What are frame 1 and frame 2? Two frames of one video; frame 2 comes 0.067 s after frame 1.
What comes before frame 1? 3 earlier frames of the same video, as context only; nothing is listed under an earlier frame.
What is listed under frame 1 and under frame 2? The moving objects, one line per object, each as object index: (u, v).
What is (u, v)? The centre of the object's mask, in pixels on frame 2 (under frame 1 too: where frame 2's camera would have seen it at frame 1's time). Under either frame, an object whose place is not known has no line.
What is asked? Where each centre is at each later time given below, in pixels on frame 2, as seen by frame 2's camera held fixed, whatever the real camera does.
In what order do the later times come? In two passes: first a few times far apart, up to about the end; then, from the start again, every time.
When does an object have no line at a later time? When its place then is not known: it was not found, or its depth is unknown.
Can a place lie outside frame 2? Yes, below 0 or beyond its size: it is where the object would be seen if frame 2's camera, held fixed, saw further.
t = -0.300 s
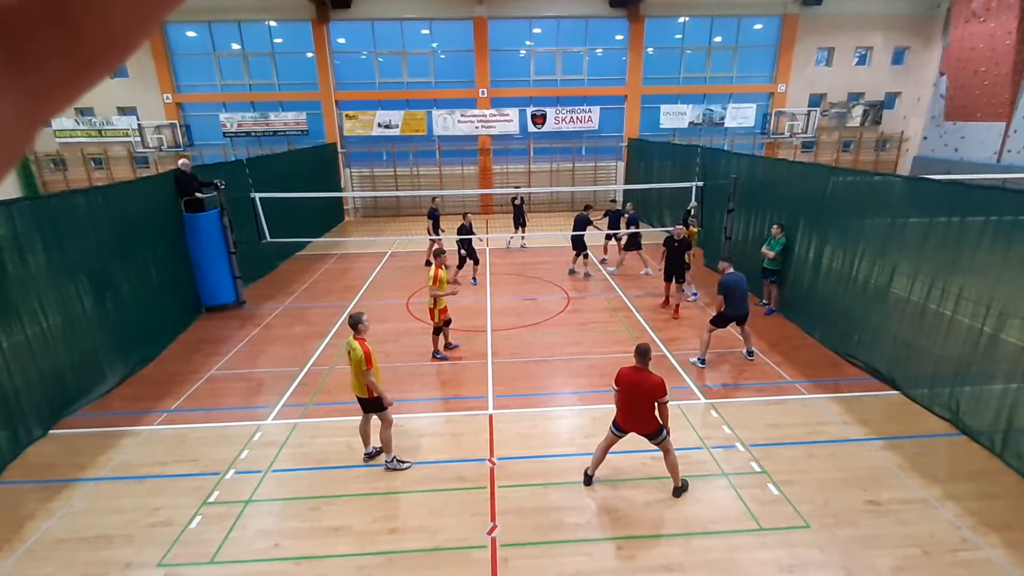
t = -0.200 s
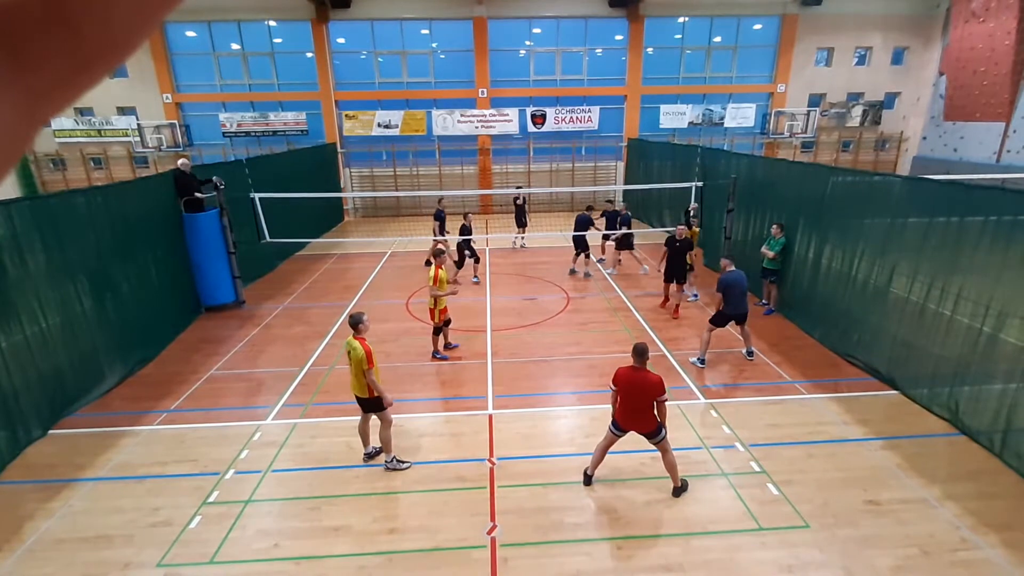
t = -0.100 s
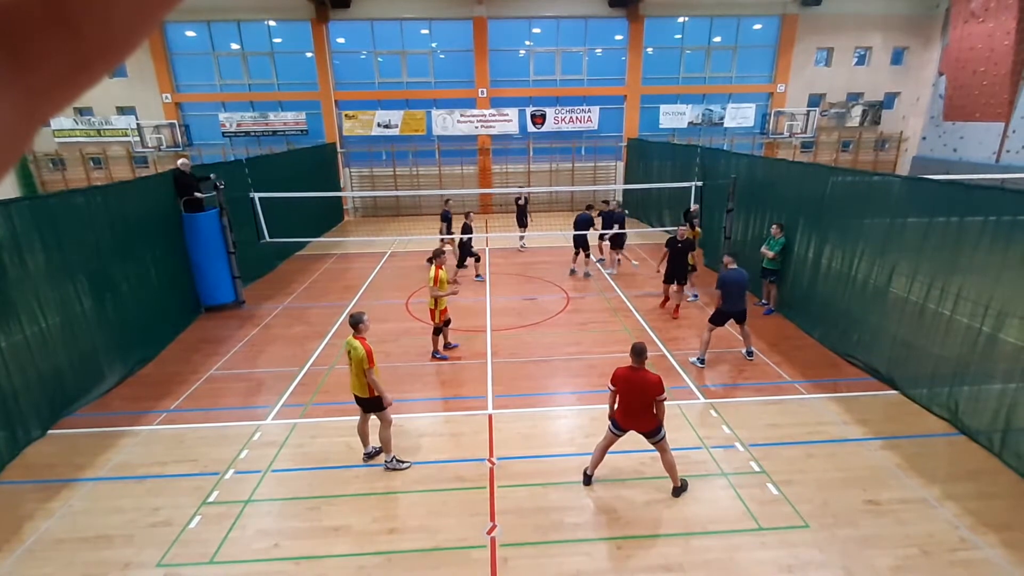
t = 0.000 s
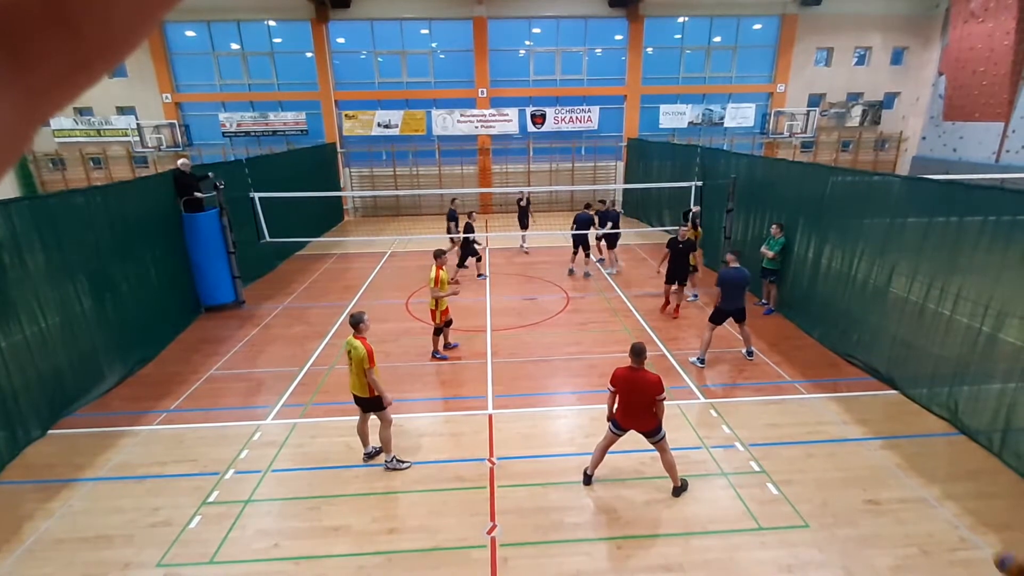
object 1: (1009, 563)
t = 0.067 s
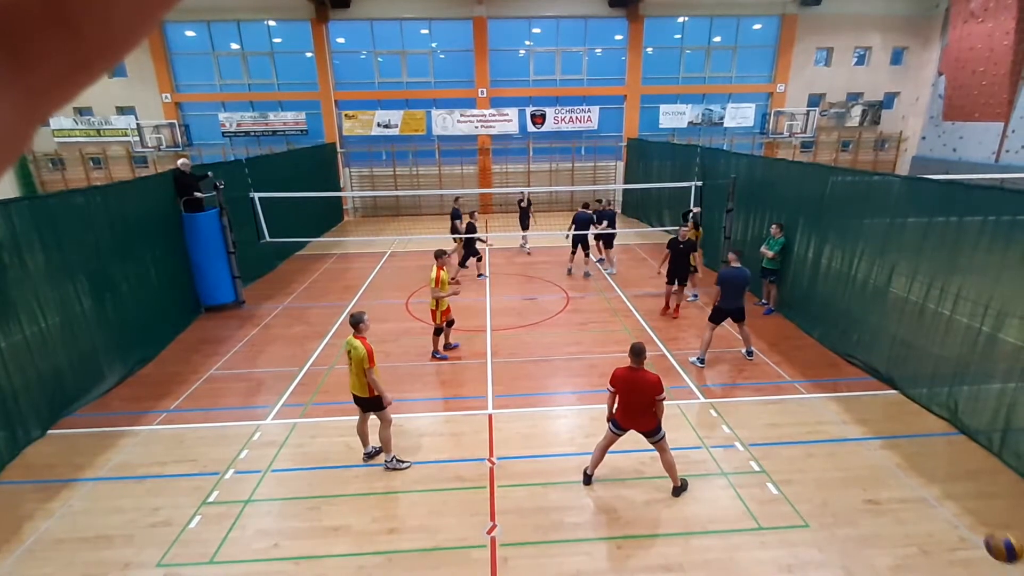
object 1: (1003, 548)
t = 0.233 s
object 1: (974, 529)
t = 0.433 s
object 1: (932, 545)
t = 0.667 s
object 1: (898, 526)
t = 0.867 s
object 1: (877, 486)
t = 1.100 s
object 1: (845, 485)
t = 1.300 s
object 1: (823, 475)
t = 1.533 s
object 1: (806, 449)
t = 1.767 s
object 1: (784, 452)
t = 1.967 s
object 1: (773, 428)
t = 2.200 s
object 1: (757, 426)
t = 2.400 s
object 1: (745, 411)
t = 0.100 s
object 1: (999, 542)
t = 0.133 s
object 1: (992, 536)
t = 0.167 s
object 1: (987, 533)
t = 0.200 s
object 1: (981, 530)
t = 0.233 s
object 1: (974, 529)
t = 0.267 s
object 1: (967, 530)
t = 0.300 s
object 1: (961, 530)
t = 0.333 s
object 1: (954, 532)
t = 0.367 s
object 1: (947, 535)
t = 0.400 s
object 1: (939, 539)
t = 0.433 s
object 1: (932, 545)
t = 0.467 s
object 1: (925, 550)
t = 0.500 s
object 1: (917, 557)
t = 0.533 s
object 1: (910, 565)
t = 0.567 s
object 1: (905, 560)
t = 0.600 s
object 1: (903, 547)
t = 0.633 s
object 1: (900, 536)
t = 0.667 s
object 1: (898, 526)
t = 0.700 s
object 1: (895, 516)
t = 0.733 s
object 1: (891, 508)
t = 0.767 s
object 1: (888, 501)
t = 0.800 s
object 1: (885, 495)
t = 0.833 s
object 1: (881, 490)
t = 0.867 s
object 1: (877, 486)
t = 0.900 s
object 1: (873, 484)
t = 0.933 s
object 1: (869, 482)
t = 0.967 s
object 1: (864, 481)
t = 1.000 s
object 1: (859, 480)
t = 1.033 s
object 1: (855, 481)
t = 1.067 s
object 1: (850, 483)
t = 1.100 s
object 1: (845, 485)
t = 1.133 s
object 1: (840, 488)
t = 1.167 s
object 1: (835, 493)
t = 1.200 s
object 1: (829, 499)
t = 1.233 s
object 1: (827, 491)
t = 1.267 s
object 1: (825, 483)
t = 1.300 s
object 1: (823, 475)
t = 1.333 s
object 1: (821, 469)
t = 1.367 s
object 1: (819, 463)
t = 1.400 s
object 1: (816, 458)
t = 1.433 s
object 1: (814, 454)
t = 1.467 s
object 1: (811, 452)
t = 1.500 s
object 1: (809, 451)
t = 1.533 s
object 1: (806, 449)
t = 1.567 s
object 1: (803, 448)
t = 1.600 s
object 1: (800, 448)
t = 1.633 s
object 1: (797, 449)
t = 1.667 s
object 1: (793, 451)
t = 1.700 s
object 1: (790, 454)
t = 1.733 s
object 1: (786, 459)
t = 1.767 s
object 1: (784, 452)
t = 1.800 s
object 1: (782, 446)
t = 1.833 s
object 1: (781, 441)
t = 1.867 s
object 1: (779, 436)
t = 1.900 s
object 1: (777, 432)
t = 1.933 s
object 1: (775, 430)
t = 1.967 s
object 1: (773, 428)
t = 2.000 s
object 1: (770, 427)
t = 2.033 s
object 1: (768, 427)
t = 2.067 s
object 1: (766, 427)
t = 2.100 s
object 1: (764, 429)
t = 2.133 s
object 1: (761, 431)
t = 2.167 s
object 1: (758, 432)
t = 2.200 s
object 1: (757, 426)
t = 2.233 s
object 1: (755, 421)
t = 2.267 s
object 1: (753, 418)
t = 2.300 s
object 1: (751, 415)
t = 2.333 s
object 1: (749, 413)
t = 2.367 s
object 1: (748, 411)
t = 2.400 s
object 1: (745, 411)
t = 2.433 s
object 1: (743, 411)
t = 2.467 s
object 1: (741, 411)
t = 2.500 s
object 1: (739, 414)
